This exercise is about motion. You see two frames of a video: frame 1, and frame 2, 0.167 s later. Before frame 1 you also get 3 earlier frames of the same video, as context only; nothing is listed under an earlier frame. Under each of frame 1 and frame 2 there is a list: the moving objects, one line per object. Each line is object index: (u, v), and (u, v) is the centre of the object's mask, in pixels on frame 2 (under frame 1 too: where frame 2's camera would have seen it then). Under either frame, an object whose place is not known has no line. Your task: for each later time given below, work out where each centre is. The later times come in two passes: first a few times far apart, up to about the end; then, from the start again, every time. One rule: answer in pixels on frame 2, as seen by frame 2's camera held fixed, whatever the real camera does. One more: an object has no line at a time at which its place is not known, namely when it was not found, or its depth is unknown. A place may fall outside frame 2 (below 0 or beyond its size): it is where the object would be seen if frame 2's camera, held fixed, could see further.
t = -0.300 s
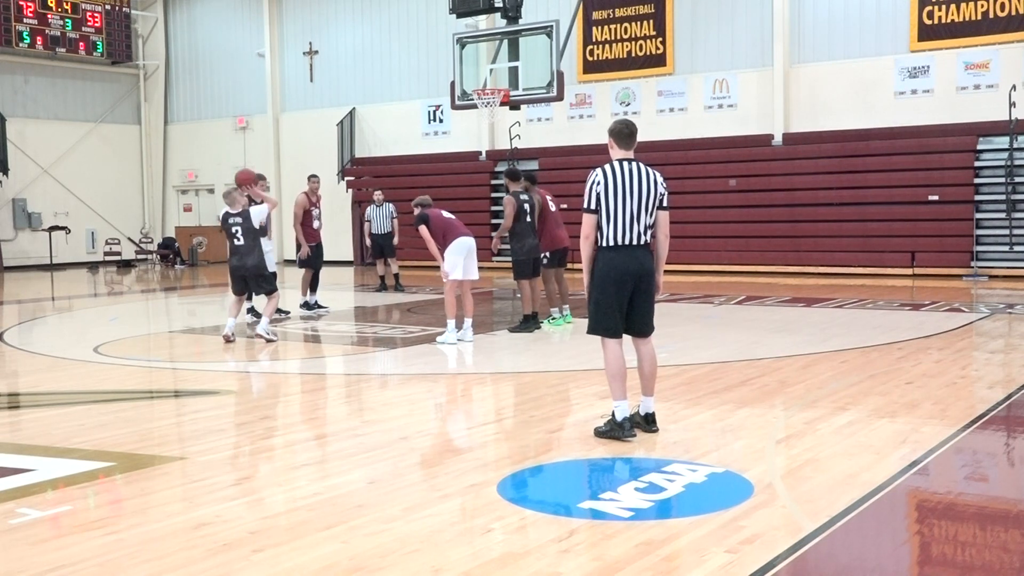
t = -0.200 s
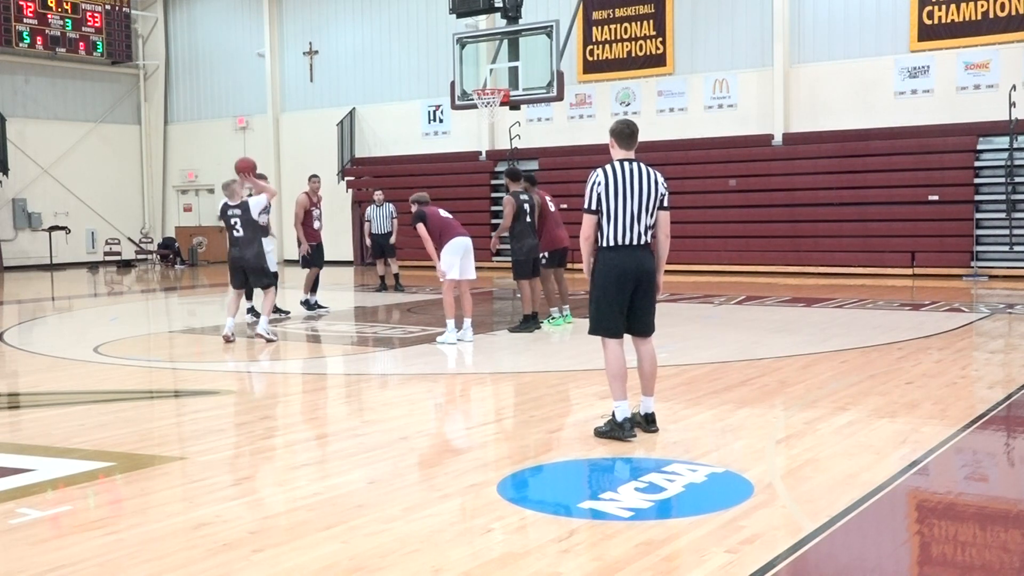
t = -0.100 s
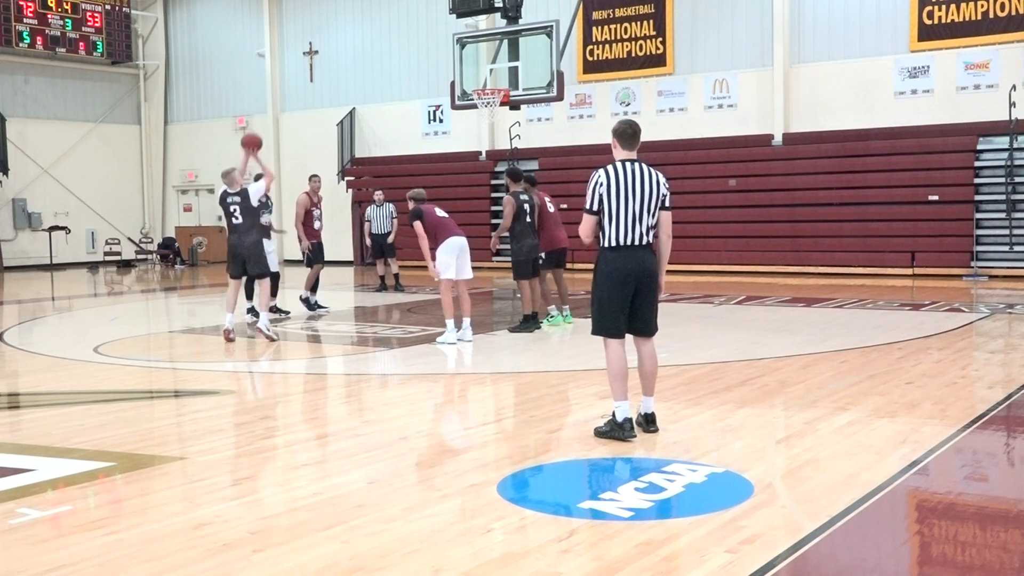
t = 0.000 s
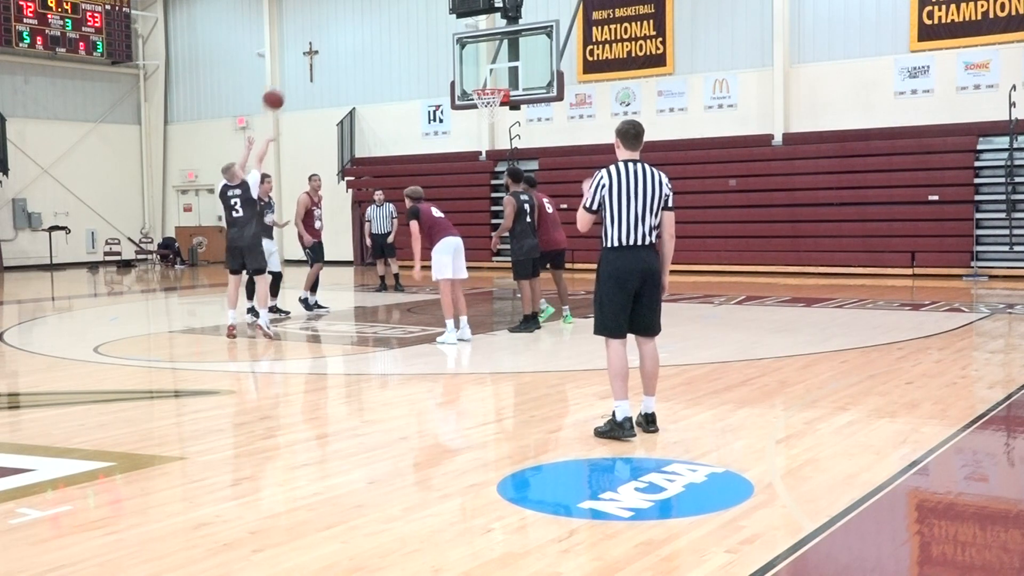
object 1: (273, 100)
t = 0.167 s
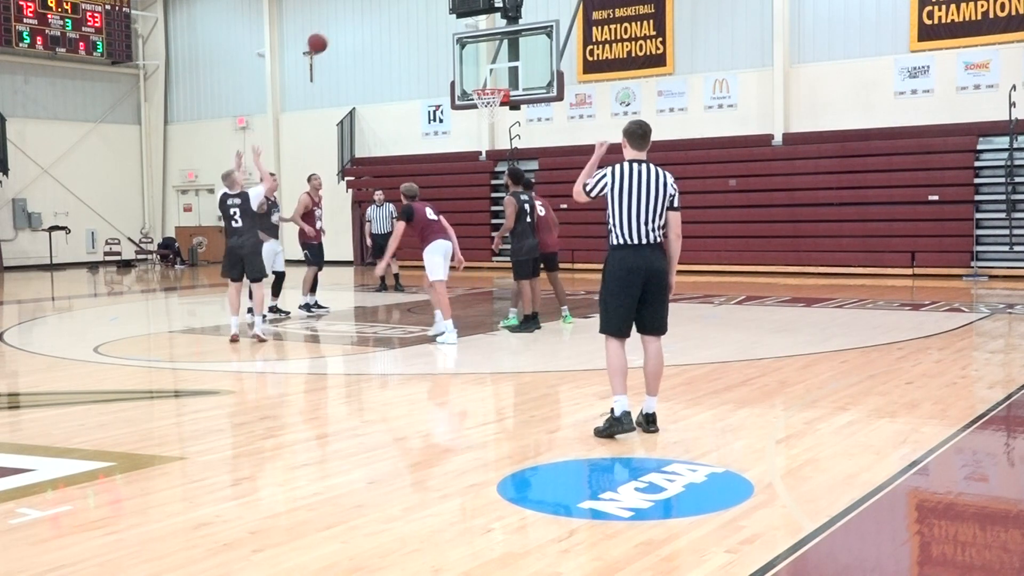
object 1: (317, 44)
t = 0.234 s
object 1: (334, 28)
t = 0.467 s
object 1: (389, 7)
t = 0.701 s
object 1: (438, 26)
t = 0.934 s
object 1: (483, 80)
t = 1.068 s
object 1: (497, 78)
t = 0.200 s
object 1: (326, 35)
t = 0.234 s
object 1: (334, 28)
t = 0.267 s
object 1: (342, 22)
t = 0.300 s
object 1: (350, 17)
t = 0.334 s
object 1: (358, 13)
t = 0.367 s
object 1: (366, 10)
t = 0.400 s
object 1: (374, 8)
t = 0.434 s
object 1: (381, 7)
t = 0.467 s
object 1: (389, 7)
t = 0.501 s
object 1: (396, 7)
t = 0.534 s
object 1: (404, 8)
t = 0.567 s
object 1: (411, 10)
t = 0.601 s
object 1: (418, 13)
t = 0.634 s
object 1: (424, 16)
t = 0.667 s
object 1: (431, 21)
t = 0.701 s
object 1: (438, 26)
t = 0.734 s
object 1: (445, 31)
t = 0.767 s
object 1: (452, 38)
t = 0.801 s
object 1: (458, 45)
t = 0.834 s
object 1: (464, 52)
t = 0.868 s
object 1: (471, 61)
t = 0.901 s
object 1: (477, 70)
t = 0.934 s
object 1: (483, 80)
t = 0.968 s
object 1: (488, 86)
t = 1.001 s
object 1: (492, 83)
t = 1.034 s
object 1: (496, 82)
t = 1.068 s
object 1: (497, 78)
